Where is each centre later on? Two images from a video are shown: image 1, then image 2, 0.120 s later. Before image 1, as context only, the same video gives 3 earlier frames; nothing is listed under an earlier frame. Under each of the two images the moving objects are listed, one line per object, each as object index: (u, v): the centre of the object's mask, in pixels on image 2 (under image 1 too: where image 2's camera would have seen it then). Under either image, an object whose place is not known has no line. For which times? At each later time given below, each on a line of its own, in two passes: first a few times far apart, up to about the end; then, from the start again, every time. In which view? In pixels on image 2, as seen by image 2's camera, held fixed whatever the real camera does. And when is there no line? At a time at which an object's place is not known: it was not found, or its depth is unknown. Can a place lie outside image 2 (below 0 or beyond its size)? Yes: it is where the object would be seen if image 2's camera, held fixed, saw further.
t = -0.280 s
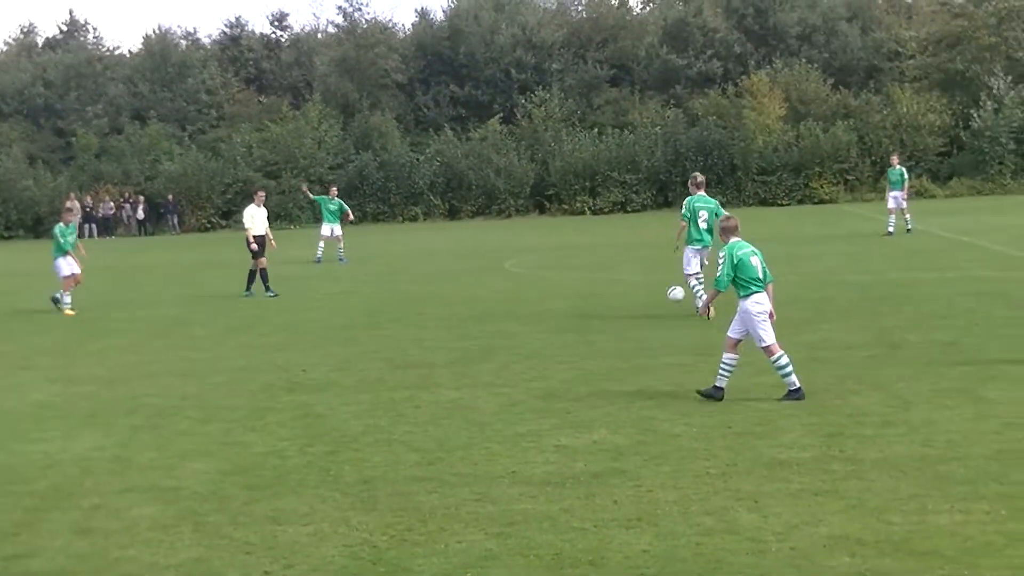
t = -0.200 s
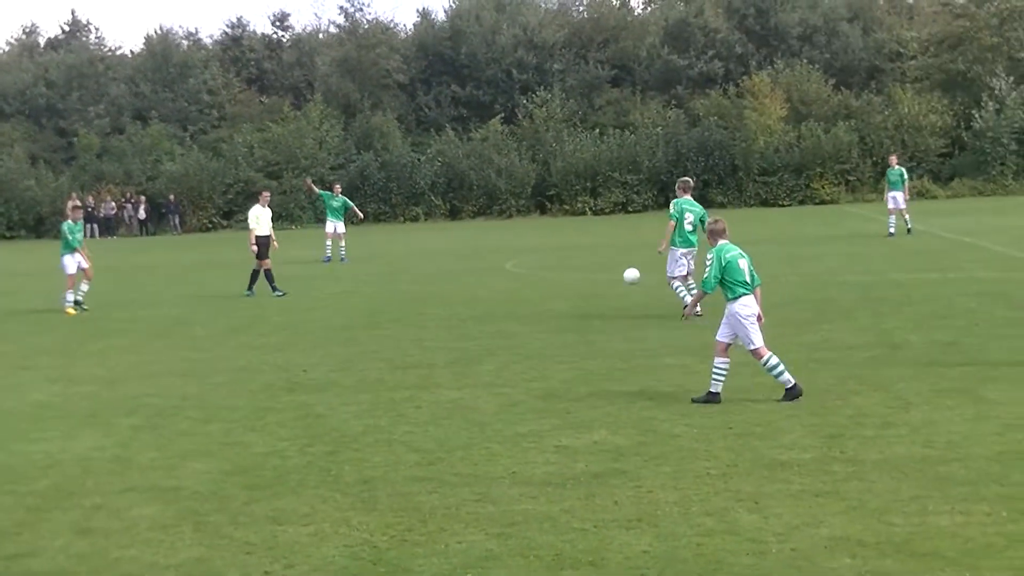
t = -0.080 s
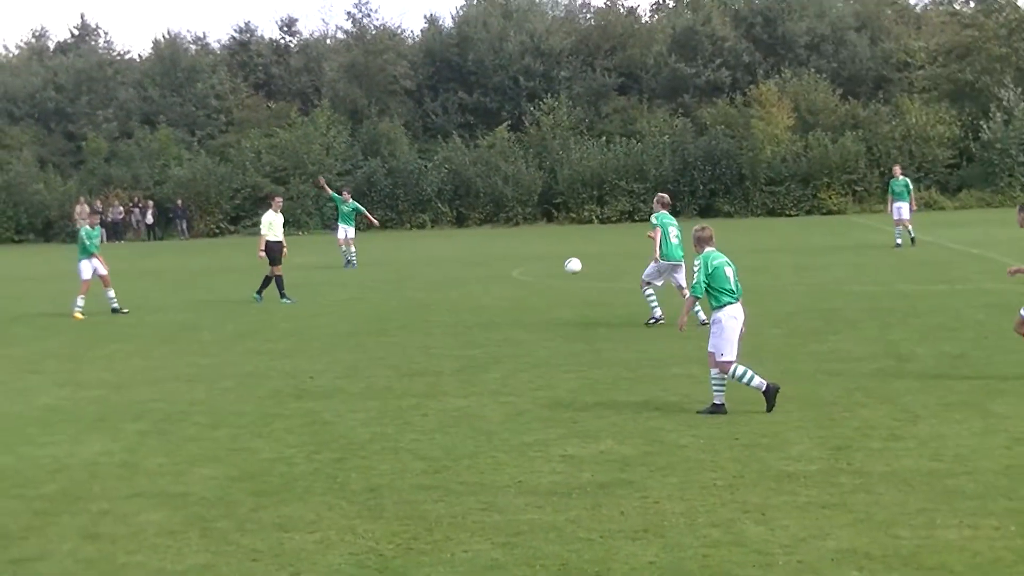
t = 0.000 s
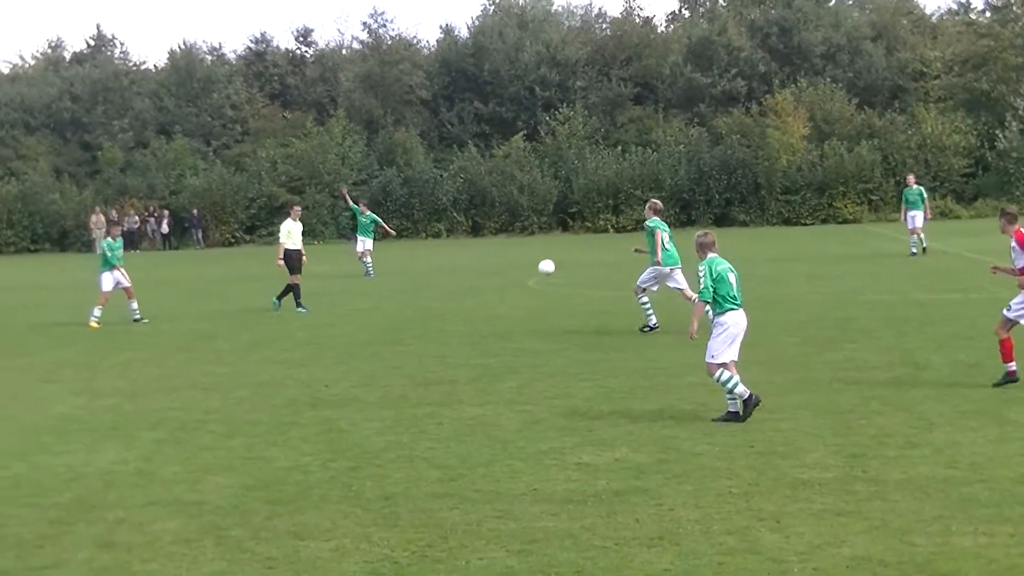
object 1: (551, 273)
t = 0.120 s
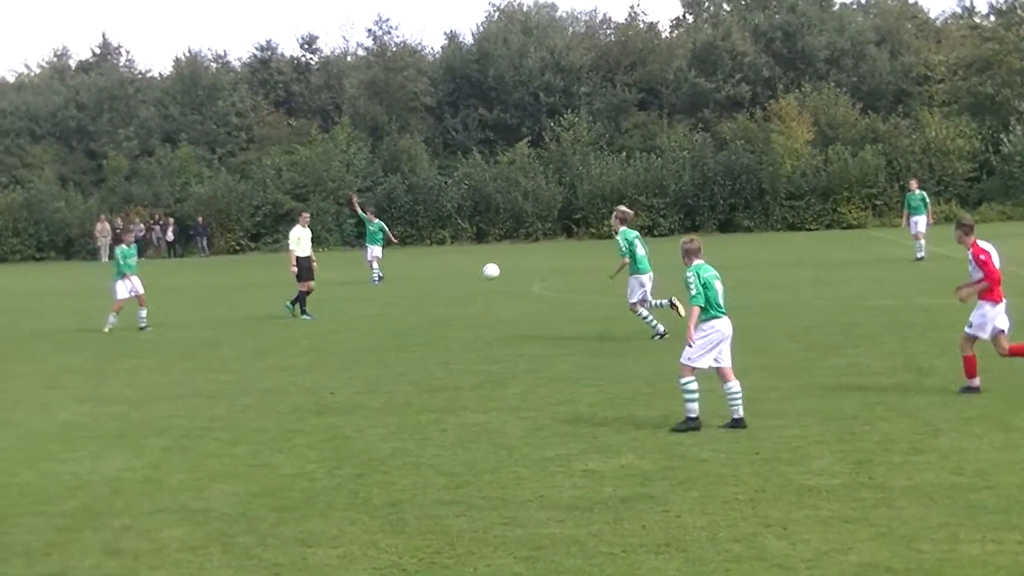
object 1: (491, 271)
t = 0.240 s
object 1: (435, 278)
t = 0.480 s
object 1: (329, 317)
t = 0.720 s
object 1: (276, 317)
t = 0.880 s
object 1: (258, 314)
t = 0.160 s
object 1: (472, 272)
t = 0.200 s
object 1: (453, 275)
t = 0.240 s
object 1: (435, 278)
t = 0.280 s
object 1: (417, 282)
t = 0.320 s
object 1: (399, 287)
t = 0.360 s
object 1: (381, 294)
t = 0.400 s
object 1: (363, 300)
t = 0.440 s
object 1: (346, 309)
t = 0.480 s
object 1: (329, 317)
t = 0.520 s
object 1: (312, 328)
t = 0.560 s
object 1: (296, 337)
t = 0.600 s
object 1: (291, 330)
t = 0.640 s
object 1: (286, 325)
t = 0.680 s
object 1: (281, 320)
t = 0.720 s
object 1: (276, 317)
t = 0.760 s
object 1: (271, 314)
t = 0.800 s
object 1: (266, 314)
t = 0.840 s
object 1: (262, 313)
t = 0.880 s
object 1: (258, 314)
